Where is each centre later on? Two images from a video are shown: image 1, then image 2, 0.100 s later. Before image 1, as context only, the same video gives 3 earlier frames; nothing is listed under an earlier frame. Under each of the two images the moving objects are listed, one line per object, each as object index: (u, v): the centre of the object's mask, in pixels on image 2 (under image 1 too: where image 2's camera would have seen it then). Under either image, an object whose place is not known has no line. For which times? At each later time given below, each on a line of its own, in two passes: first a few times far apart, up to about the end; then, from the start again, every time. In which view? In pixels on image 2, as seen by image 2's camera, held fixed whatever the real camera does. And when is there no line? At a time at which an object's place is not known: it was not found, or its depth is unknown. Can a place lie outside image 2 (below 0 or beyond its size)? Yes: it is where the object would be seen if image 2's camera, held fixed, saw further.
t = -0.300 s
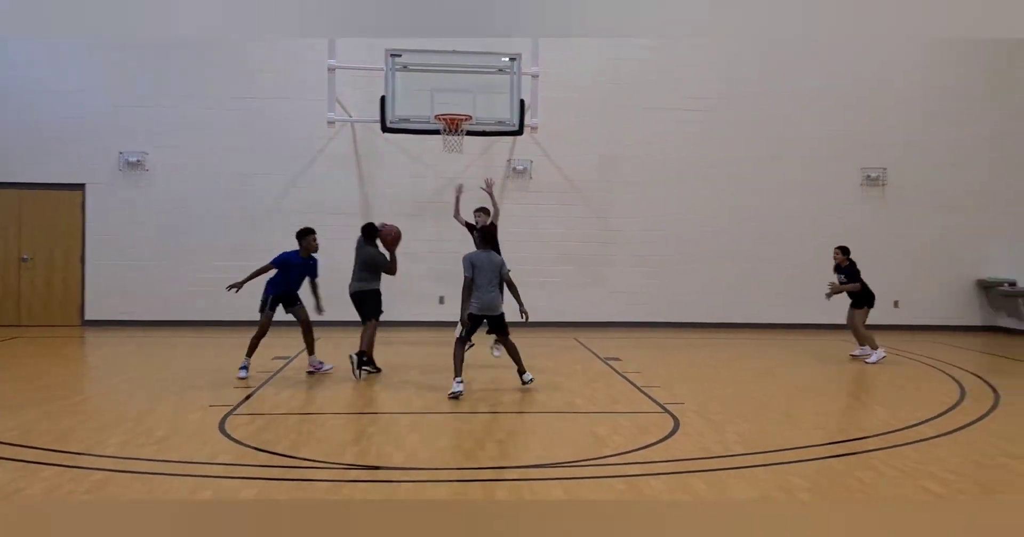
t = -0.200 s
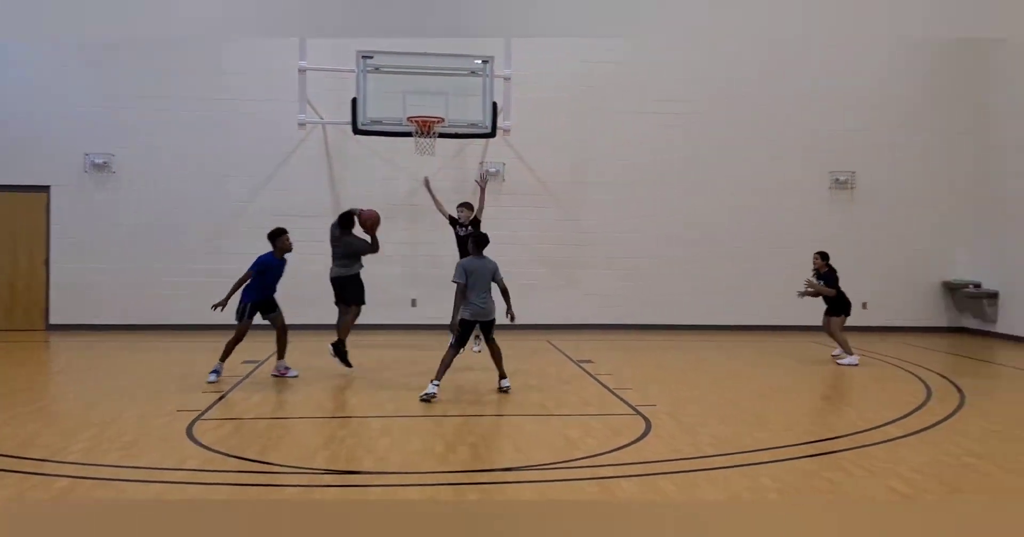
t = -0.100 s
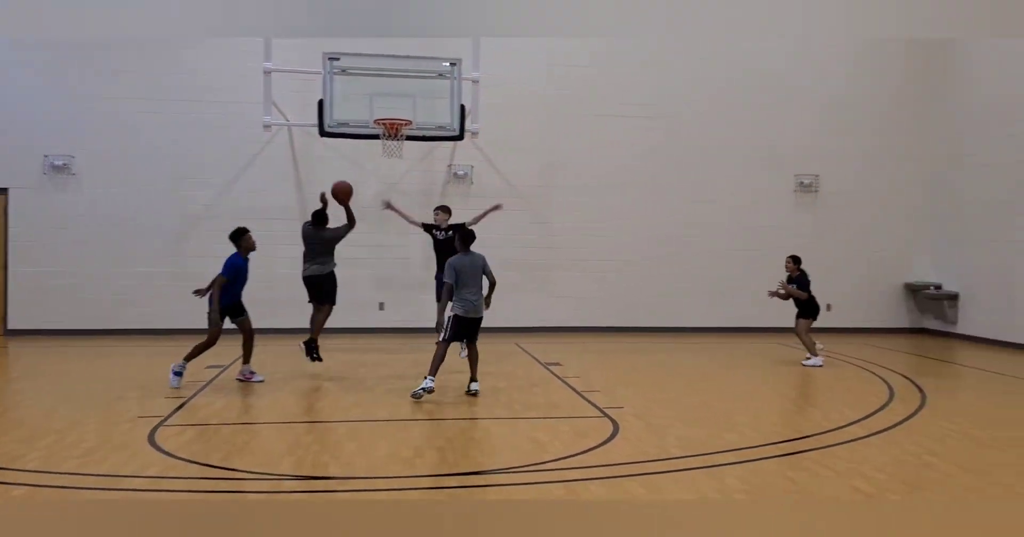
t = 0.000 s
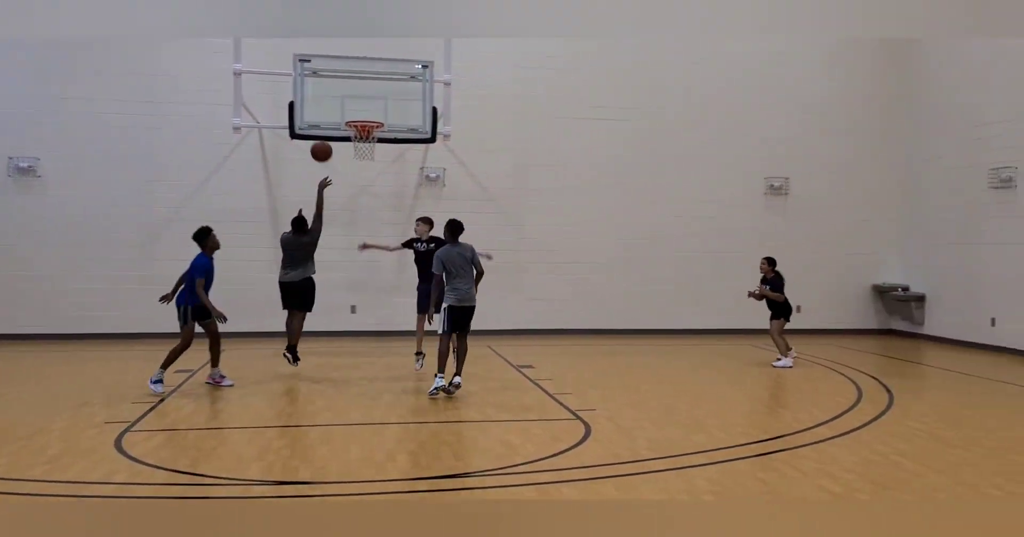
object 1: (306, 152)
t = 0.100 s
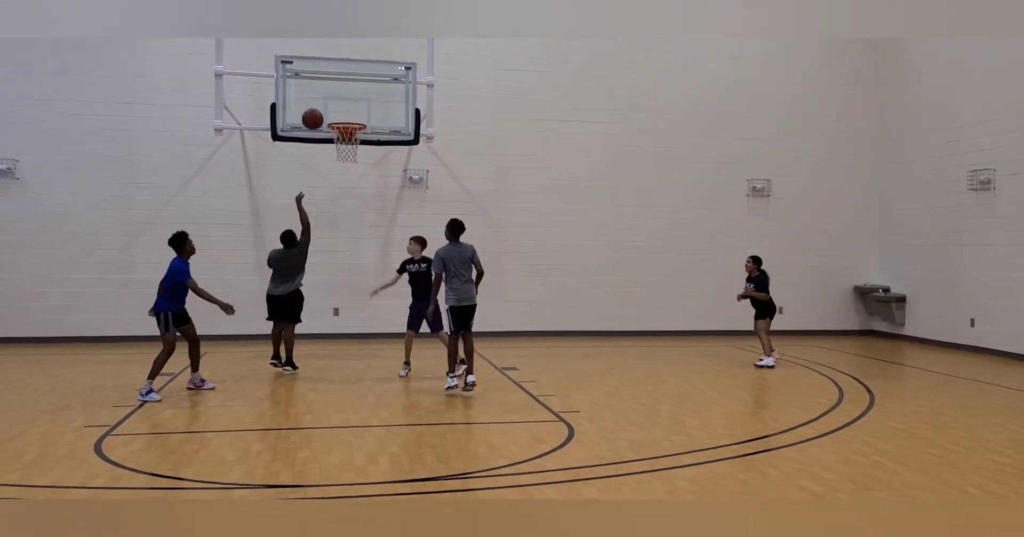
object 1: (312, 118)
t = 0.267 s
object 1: (323, 85)
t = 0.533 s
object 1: (340, 80)
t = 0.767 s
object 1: (354, 117)
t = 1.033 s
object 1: (351, 93)
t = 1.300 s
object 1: (350, 109)
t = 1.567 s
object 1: (342, 120)
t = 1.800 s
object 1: (344, 148)
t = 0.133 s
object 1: (314, 110)
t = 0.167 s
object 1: (316, 102)
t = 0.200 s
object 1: (318, 95)
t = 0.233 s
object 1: (321, 90)
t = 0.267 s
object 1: (323, 85)
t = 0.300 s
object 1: (325, 81)
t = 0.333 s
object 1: (327, 79)
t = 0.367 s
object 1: (329, 77)
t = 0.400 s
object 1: (331, 76)
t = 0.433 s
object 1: (334, 76)
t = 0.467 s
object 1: (336, 77)
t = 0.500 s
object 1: (338, 78)
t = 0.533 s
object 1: (340, 80)
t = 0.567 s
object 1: (342, 84)
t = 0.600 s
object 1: (344, 88)
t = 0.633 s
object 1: (346, 93)
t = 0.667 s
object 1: (348, 98)
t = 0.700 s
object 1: (350, 105)
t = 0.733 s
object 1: (352, 112)
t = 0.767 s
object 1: (354, 117)
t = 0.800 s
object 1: (353, 112)
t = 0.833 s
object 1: (353, 107)
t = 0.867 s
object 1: (353, 102)
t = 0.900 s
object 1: (352, 99)
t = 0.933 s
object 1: (352, 96)
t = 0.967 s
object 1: (352, 94)
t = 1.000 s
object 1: (351, 93)
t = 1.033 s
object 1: (351, 93)
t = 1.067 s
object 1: (351, 92)
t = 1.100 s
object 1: (350, 92)
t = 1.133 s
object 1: (350, 93)
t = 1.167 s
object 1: (350, 94)
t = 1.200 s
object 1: (350, 97)
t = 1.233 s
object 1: (350, 100)
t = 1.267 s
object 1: (350, 104)
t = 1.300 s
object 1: (350, 109)
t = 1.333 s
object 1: (350, 115)
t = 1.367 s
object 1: (349, 118)
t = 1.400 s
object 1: (347, 118)
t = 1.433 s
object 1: (345, 118)
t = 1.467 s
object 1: (343, 118)
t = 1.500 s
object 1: (341, 119)
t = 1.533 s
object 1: (341, 120)
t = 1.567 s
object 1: (342, 120)
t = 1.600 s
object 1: (343, 120)
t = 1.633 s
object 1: (345, 122)
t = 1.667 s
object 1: (346, 124)
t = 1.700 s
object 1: (345, 133)
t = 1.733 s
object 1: (347, 136)
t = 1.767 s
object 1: (343, 144)
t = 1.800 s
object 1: (344, 148)
